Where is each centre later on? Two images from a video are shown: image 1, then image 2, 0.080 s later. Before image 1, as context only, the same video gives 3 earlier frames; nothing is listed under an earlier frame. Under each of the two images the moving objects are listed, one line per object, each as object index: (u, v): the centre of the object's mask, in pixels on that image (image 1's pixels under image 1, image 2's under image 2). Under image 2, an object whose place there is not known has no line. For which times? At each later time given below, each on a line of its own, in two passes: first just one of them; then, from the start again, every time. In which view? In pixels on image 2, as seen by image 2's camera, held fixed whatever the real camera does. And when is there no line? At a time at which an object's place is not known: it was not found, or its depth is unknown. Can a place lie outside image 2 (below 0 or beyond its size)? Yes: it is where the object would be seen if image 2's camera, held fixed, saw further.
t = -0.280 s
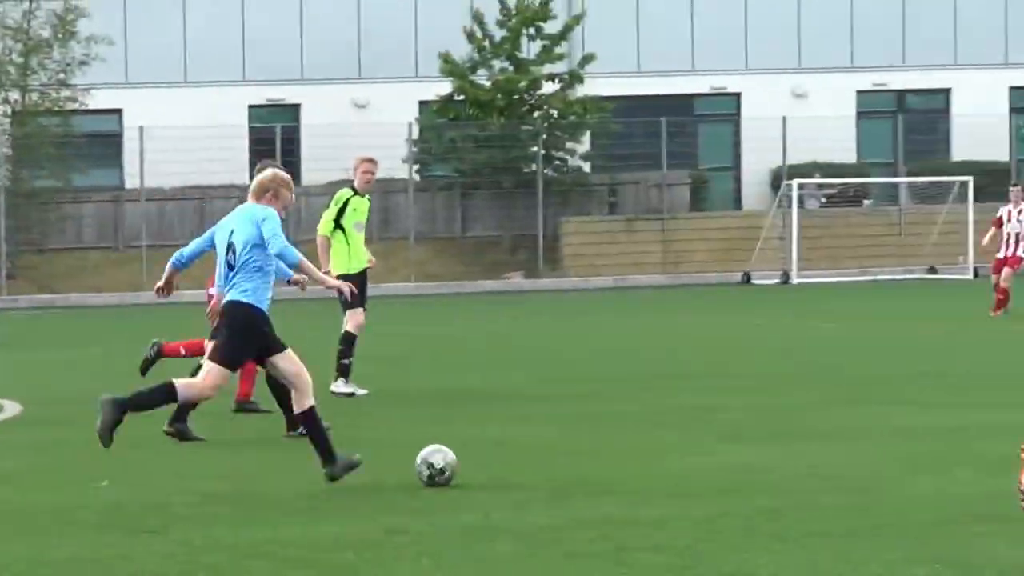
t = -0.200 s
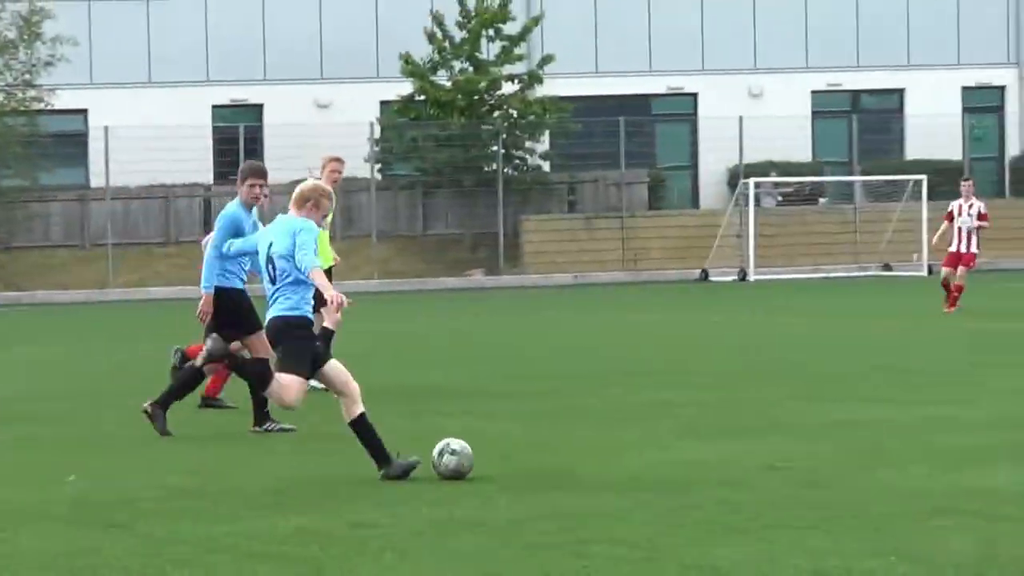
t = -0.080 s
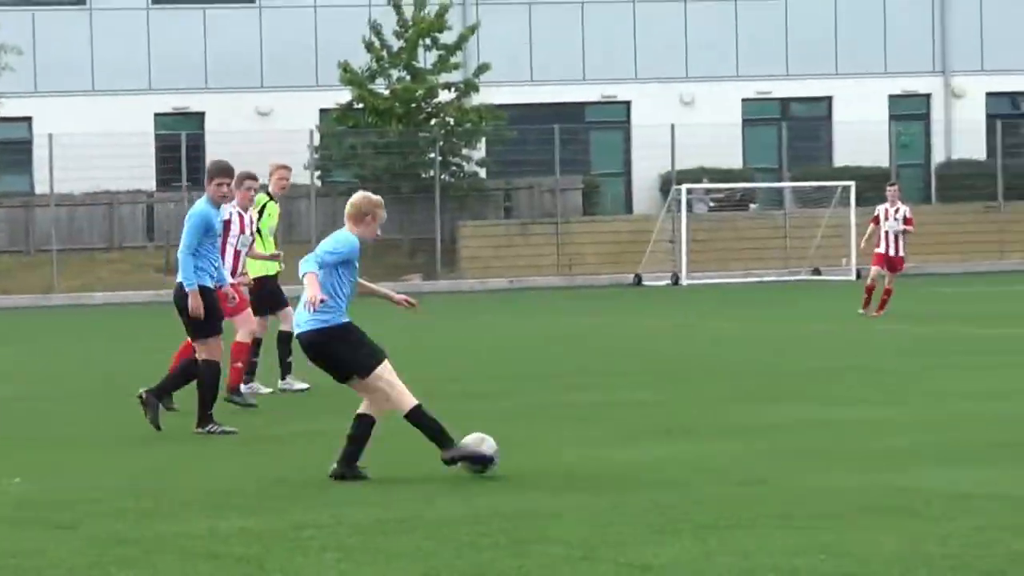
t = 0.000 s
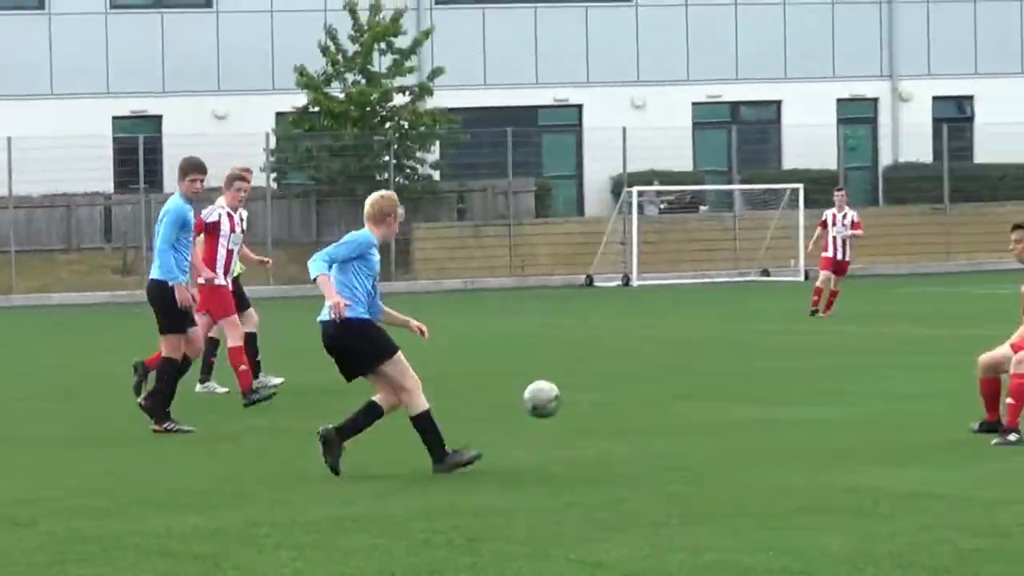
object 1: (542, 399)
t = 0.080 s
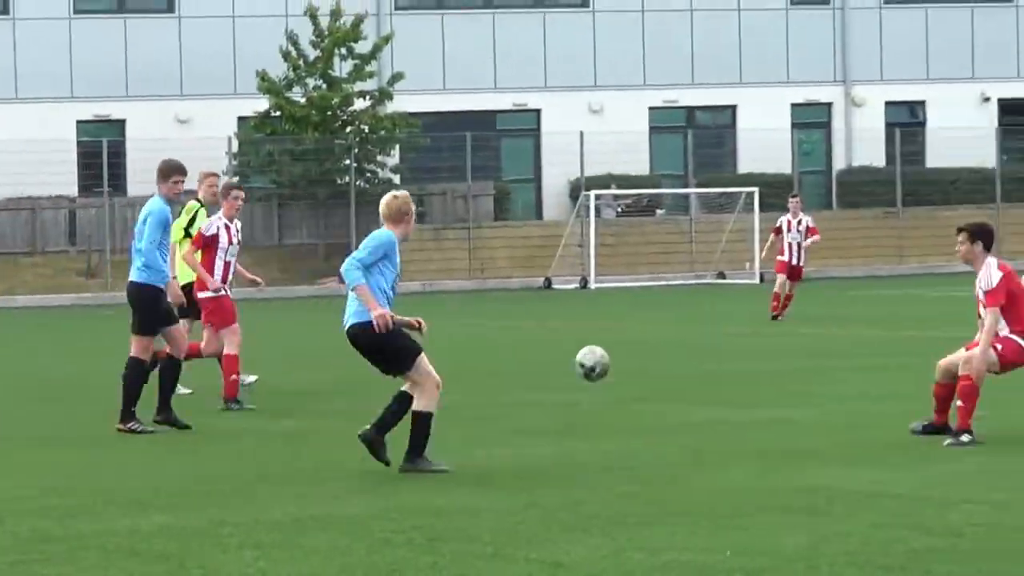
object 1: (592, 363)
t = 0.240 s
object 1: (734, 323)
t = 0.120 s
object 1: (631, 348)
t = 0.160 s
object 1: (667, 338)
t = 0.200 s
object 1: (701, 327)
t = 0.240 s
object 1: (734, 323)
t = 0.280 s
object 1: (761, 320)
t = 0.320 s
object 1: (786, 319)
